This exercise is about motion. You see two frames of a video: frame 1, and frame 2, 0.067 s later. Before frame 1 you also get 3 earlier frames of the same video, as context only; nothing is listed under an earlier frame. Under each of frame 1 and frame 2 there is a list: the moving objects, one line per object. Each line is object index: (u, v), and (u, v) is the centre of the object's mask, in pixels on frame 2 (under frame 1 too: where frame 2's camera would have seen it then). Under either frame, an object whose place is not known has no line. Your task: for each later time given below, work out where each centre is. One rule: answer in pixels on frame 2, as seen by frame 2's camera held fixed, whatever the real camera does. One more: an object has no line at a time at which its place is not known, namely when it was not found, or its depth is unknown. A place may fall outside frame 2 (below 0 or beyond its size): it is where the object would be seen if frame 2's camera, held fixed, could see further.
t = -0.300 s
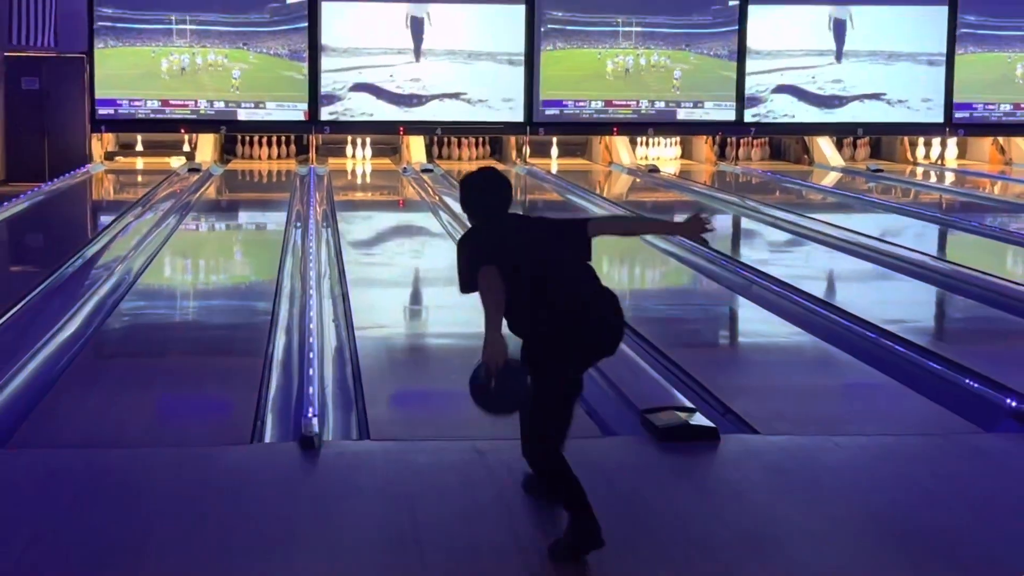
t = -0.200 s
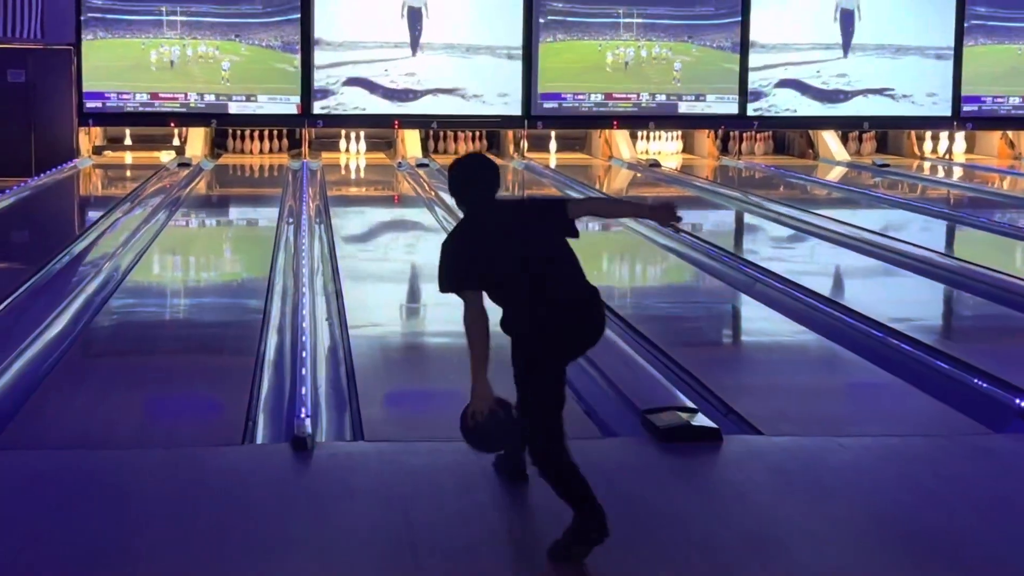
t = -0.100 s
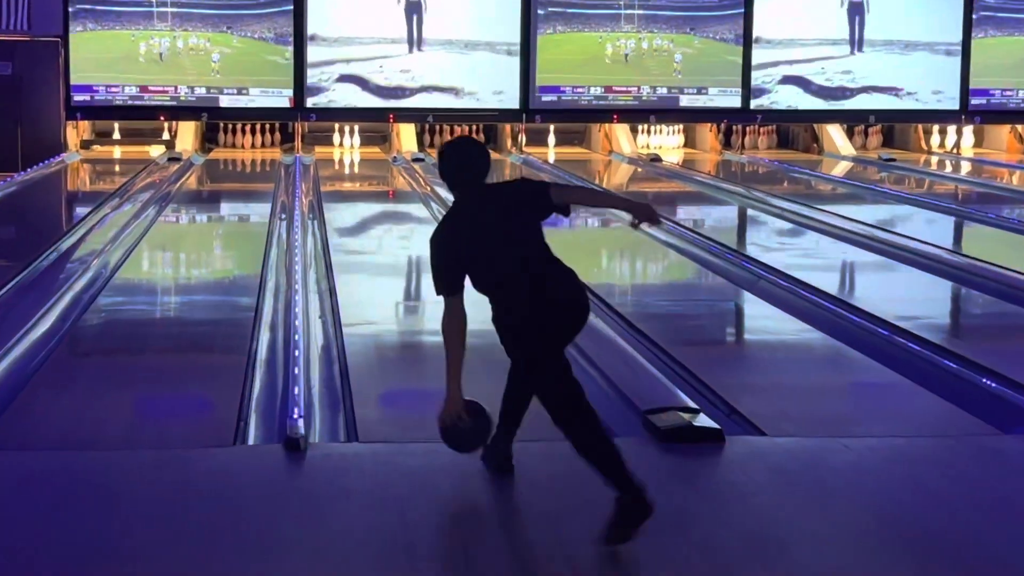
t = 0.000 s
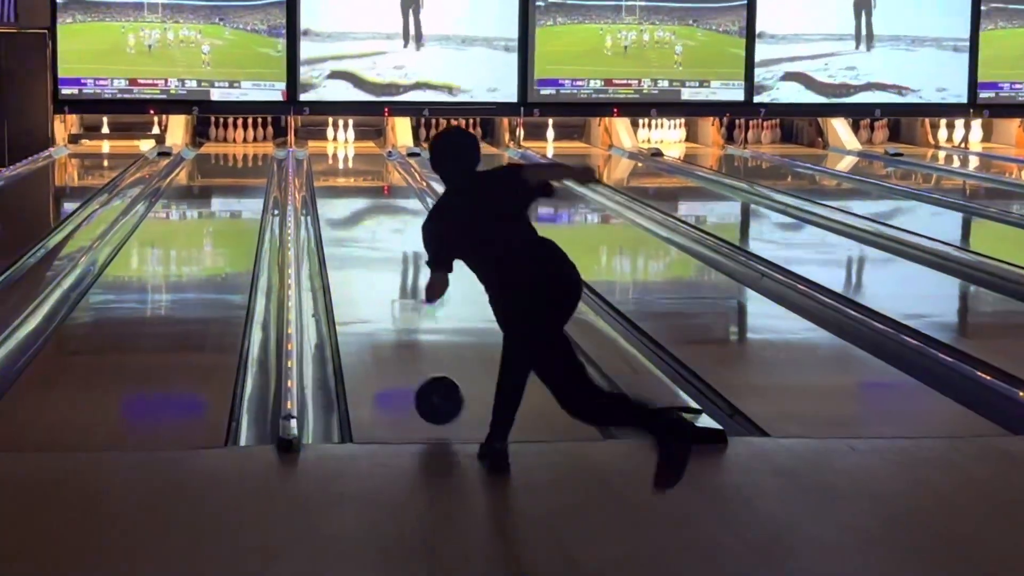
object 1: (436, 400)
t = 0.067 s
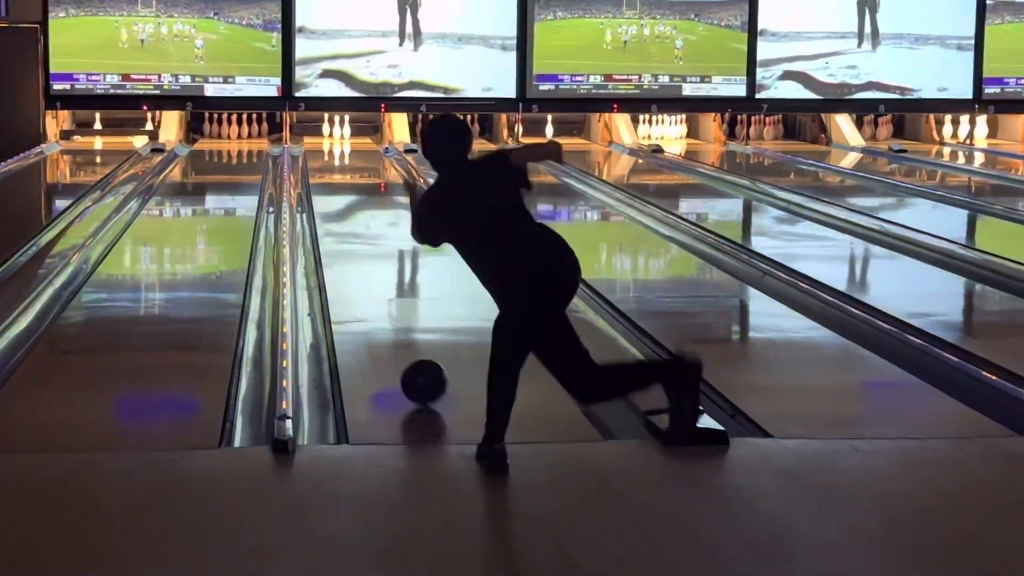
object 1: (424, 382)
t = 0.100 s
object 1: (418, 371)
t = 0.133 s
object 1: (413, 360)
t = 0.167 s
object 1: (408, 351)
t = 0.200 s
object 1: (403, 342)
